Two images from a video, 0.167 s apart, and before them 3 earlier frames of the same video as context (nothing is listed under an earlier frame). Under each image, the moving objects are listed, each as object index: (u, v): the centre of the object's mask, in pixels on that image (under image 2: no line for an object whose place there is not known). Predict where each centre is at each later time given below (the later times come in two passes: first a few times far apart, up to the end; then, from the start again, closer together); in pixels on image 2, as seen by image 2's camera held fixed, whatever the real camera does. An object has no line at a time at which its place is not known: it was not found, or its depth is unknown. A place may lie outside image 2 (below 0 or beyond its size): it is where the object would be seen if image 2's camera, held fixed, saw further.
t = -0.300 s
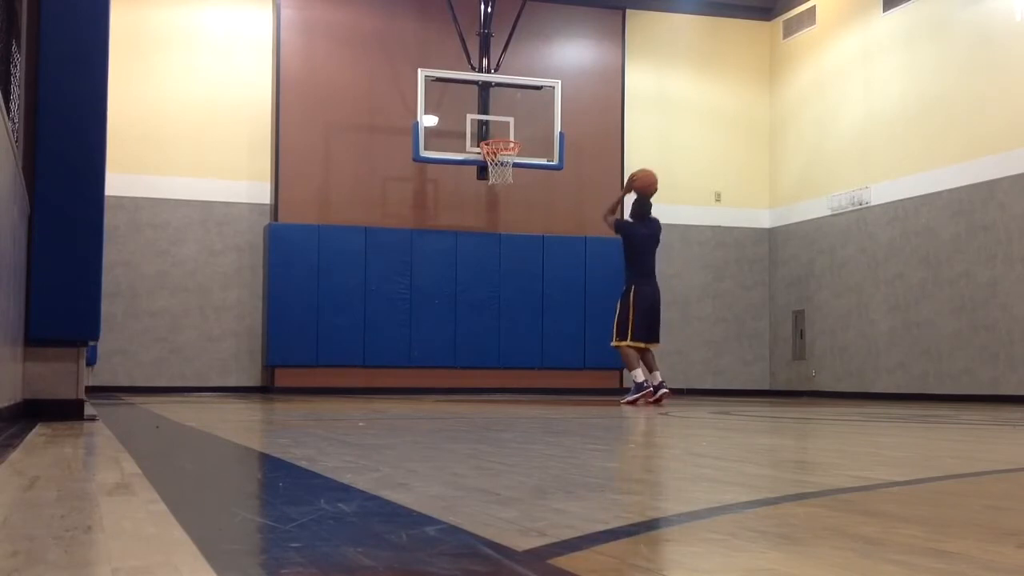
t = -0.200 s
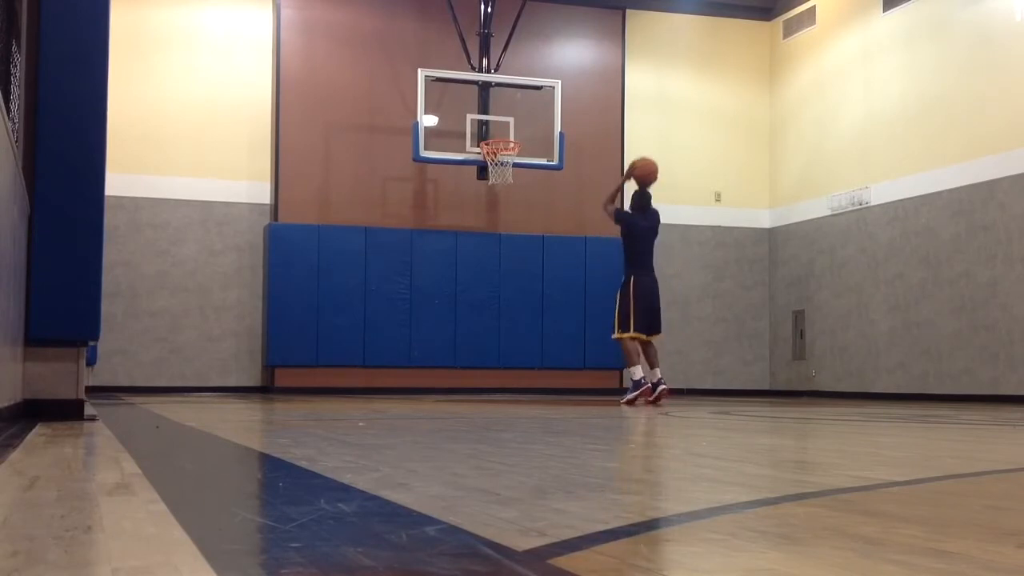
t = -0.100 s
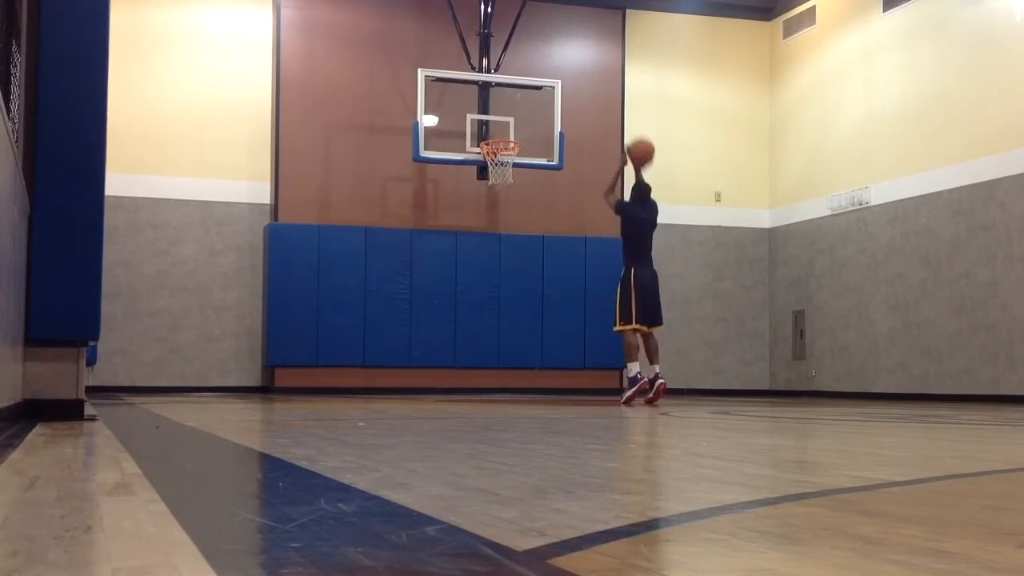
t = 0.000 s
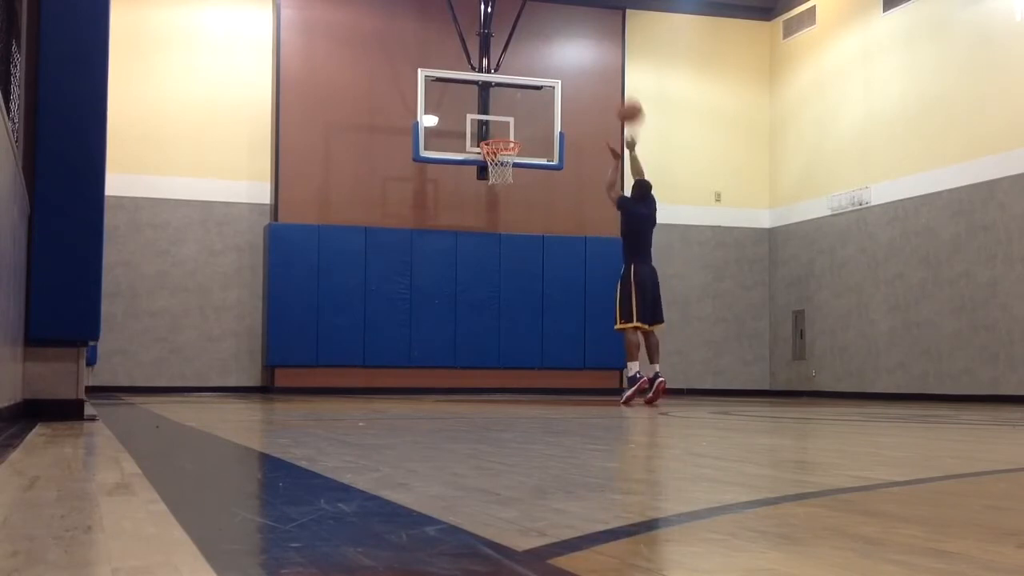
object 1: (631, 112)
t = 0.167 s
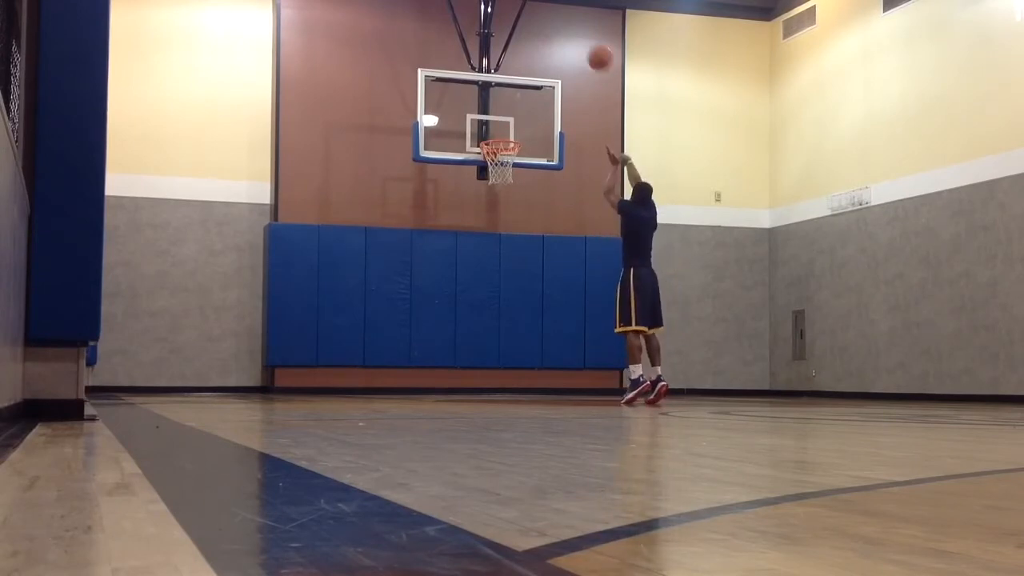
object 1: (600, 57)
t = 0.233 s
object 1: (589, 45)
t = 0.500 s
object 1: (551, 39)
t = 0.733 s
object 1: (519, 85)
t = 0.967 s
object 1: (504, 161)
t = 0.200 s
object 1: (594, 51)
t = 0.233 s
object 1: (589, 45)
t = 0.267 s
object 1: (584, 40)
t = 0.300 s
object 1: (579, 37)
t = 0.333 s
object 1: (574, 36)
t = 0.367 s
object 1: (569, 34)
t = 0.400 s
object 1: (564, 35)
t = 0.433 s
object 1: (560, 35)
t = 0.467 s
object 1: (555, 37)
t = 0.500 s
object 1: (551, 39)
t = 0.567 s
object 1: (541, 49)
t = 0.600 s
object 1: (537, 54)
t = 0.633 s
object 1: (533, 60)
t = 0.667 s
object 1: (529, 68)
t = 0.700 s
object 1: (525, 74)
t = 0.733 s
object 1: (519, 85)
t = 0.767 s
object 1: (516, 94)
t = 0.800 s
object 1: (513, 105)
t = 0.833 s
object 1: (508, 116)
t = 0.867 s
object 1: (505, 130)
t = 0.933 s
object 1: (505, 154)
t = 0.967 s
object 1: (504, 161)
